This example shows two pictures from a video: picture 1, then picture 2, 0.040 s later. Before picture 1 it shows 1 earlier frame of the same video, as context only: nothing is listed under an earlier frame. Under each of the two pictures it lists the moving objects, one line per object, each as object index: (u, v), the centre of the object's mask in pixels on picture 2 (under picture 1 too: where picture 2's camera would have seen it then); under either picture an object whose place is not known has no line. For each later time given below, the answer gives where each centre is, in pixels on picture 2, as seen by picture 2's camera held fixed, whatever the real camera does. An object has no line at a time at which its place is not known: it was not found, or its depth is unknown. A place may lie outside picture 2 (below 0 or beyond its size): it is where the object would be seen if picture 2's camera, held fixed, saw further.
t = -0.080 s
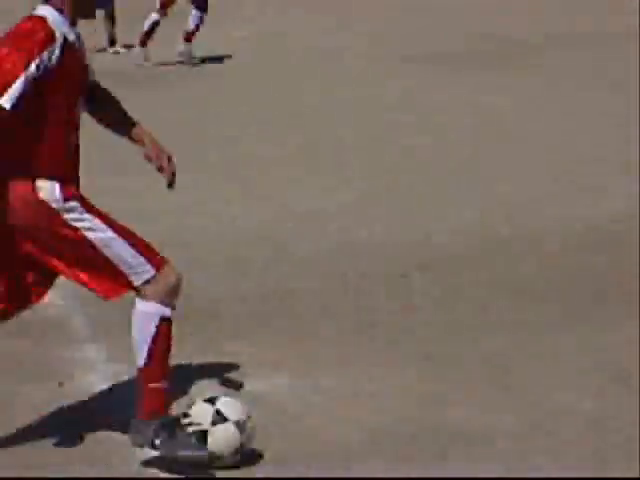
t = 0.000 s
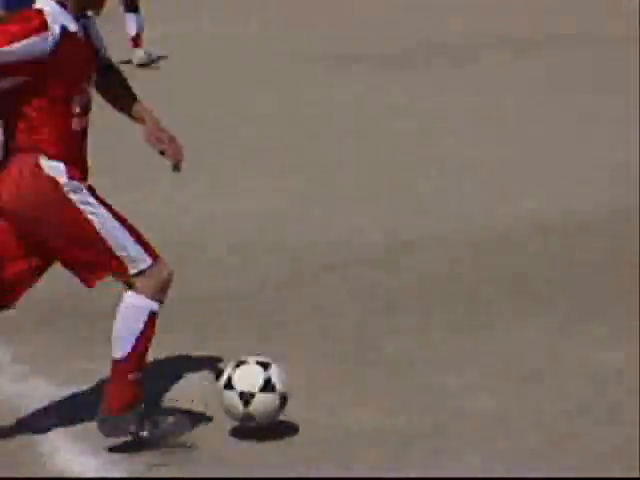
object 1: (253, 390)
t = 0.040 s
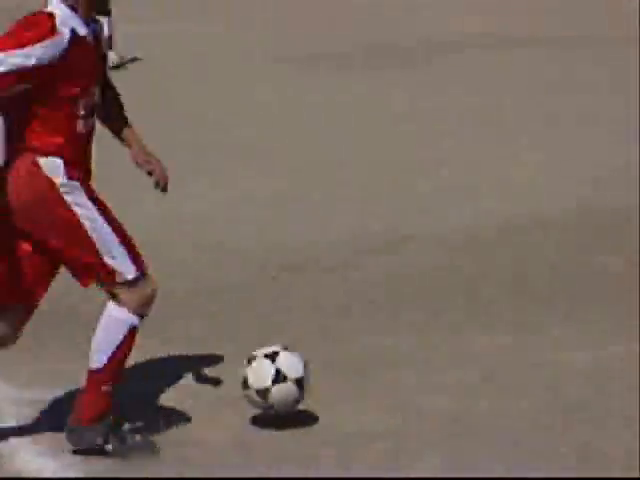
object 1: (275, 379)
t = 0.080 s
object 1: (301, 371)
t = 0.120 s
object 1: (319, 371)
